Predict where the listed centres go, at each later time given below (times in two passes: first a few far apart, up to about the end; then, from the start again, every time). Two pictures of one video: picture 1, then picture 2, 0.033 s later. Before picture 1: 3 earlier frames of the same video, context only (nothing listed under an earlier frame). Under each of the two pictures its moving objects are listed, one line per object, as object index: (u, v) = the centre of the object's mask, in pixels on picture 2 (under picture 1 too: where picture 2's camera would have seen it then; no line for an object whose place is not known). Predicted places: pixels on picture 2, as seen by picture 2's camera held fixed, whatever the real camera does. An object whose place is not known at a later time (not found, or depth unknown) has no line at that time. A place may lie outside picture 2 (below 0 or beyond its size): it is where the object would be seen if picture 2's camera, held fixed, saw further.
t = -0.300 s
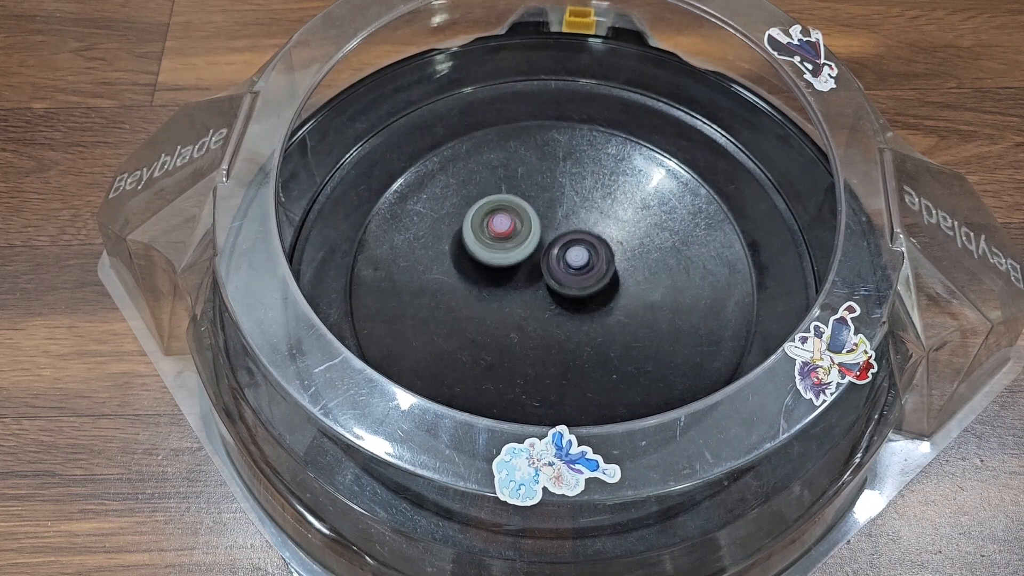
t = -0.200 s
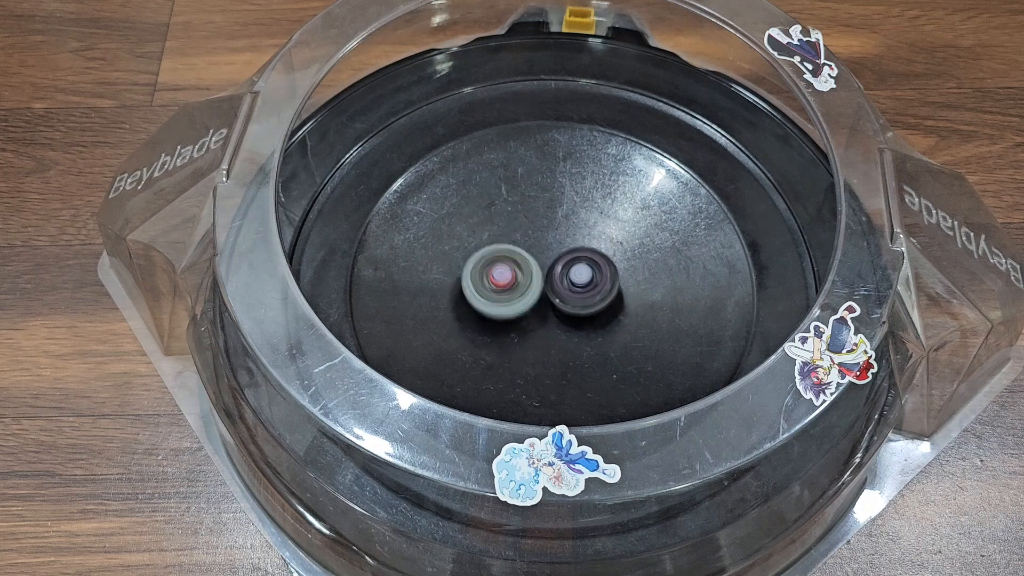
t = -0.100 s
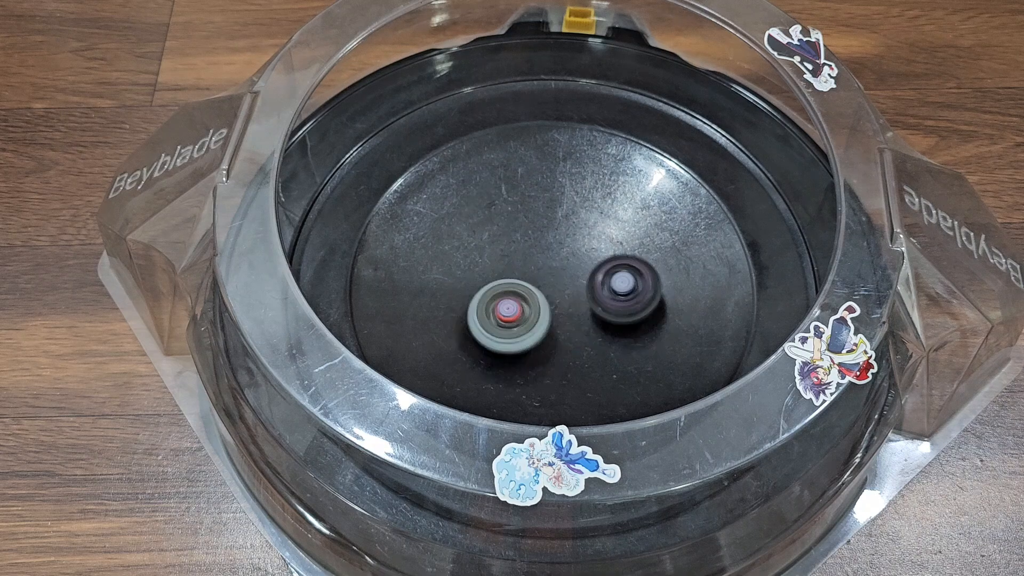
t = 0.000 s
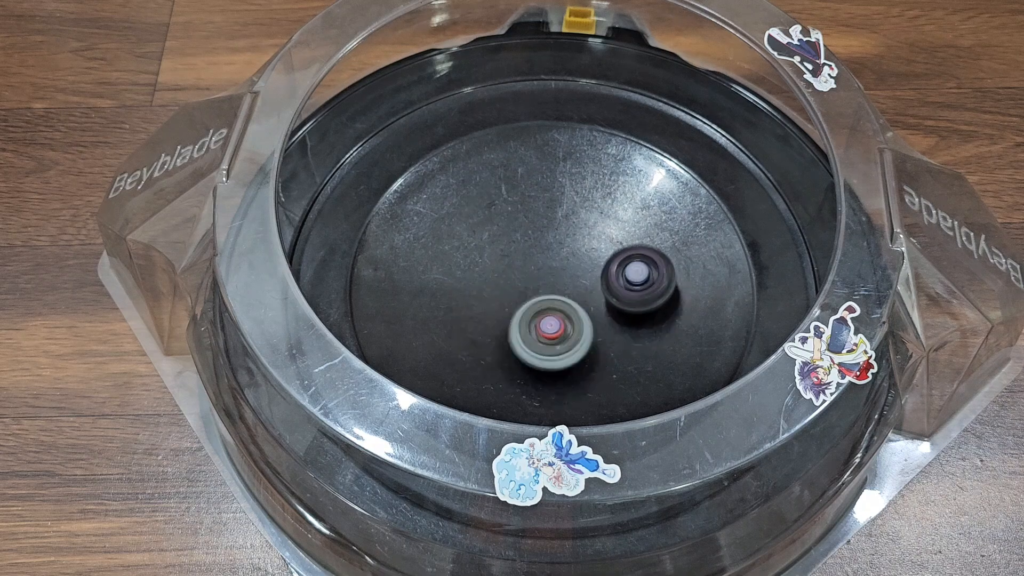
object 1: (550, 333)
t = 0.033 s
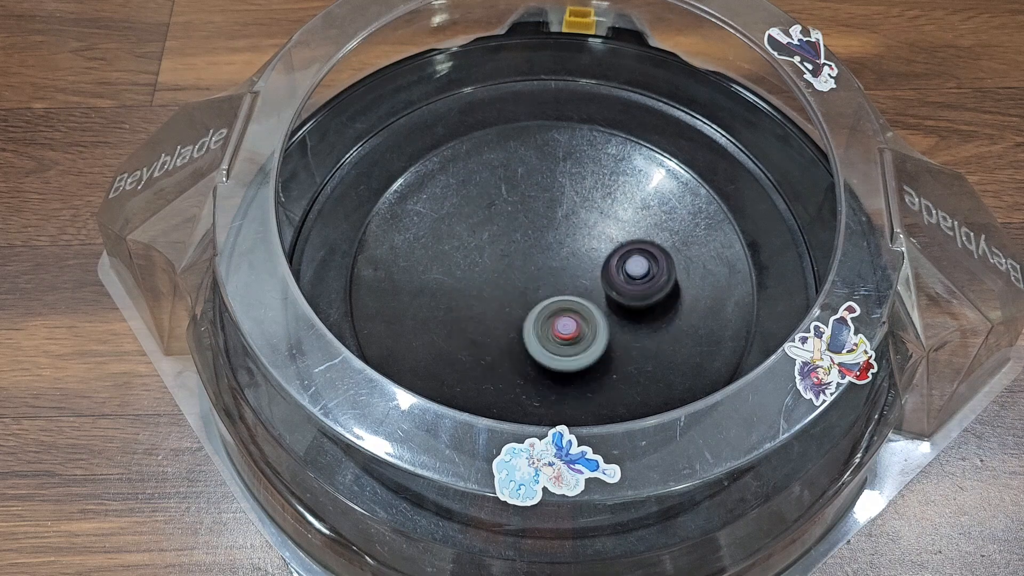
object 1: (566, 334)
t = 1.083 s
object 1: (543, 352)
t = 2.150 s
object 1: (513, 287)
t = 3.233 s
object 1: (578, 229)
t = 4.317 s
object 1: (577, 279)
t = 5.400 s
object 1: (467, 237)
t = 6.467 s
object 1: (554, 284)
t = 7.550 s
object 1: (708, 337)
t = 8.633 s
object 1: (448, 256)
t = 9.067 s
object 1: (430, 291)
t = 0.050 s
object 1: (573, 333)
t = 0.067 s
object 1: (580, 332)
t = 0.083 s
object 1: (588, 330)
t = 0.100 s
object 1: (594, 327)
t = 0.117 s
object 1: (599, 325)
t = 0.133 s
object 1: (596, 337)
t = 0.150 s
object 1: (592, 347)
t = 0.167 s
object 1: (589, 355)
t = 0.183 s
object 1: (587, 362)
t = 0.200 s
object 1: (584, 367)
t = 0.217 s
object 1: (584, 371)
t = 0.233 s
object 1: (584, 373)
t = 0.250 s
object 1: (585, 374)
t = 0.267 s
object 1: (587, 374)
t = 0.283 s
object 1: (590, 373)
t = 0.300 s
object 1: (593, 371)
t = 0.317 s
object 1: (597, 369)
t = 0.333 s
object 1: (602, 366)
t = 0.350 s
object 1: (607, 363)
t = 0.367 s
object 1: (611, 359)
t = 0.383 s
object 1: (616, 355)
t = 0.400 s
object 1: (621, 351)
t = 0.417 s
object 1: (626, 346)
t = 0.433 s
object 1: (630, 341)
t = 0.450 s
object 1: (634, 334)
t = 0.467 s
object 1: (637, 328)
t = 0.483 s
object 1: (638, 322)
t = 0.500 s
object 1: (639, 316)
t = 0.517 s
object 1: (638, 309)
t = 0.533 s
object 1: (637, 302)
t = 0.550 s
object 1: (634, 296)
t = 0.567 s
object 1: (630, 290)
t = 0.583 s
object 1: (625, 284)
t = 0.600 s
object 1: (618, 280)
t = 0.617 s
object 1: (612, 275)
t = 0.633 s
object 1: (604, 272)
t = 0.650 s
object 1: (595, 268)
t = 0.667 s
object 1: (586, 266)
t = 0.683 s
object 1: (577, 265)
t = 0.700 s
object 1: (568, 264)
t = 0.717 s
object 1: (559, 264)
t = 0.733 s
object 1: (550, 265)
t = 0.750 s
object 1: (542, 267)
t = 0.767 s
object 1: (535, 269)
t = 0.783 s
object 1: (528, 272)
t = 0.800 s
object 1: (521, 277)
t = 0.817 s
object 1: (515, 281)
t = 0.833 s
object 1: (511, 286)
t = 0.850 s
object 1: (506, 292)
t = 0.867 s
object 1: (503, 298)
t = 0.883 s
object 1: (501, 304)
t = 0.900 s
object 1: (500, 309)
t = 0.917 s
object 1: (500, 315)
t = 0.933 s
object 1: (500, 321)
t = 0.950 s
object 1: (502, 326)
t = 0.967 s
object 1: (506, 331)
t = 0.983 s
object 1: (509, 336)
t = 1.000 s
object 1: (513, 340)
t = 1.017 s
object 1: (518, 344)
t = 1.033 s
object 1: (524, 347)
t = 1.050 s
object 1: (530, 350)
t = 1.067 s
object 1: (536, 351)
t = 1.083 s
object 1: (543, 352)
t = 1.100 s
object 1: (549, 353)
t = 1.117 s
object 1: (555, 352)
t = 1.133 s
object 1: (562, 351)
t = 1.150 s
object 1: (568, 348)
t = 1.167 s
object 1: (573, 345)
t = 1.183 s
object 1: (578, 341)
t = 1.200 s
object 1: (583, 336)
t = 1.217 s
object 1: (587, 331)
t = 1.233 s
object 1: (589, 325)
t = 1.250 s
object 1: (590, 319)
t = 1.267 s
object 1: (590, 312)
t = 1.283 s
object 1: (589, 305)
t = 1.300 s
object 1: (586, 299)
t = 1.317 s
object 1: (582, 292)
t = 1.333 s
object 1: (577, 285)
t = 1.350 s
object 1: (572, 280)
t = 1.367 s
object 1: (566, 275)
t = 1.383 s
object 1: (559, 271)
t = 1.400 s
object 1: (551, 267)
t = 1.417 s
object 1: (544, 264)
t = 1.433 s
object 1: (537, 262)
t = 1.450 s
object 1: (529, 261)
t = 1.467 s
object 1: (521, 260)
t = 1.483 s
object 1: (513, 261)
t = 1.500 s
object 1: (506, 262)
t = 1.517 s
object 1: (499, 265)
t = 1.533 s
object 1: (493, 267)
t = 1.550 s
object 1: (488, 271)
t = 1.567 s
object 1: (483, 276)
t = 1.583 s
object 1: (479, 281)
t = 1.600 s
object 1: (477, 286)
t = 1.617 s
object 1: (476, 293)
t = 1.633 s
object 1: (476, 299)
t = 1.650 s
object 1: (478, 305)
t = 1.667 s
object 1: (480, 311)
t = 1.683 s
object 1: (485, 317)
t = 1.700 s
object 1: (490, 322)
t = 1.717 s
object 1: (496, 325)
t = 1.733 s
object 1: (502, 328)
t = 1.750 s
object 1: (510, 331)
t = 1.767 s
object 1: (517, 331)
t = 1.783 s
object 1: (525, 331)
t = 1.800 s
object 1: (521, 328)
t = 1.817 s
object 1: (515, 323)
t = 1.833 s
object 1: (511, 318)
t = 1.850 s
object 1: (509, 314)
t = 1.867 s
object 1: (508, 311)
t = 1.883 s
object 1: (508, 309)
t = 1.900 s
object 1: (509, 307)
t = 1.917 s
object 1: (510, 306)
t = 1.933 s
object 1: (511, 305)
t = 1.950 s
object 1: (512, 304)
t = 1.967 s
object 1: (513, 303)
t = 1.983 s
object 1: (514, 302)
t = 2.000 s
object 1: (514, 301)
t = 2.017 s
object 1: (515, 299)
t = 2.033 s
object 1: (515, 298)
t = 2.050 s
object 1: (515, 296)
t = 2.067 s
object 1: (515, 295)
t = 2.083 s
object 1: (515, 293)
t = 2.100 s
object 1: (514, 292)
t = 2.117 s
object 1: (514, 290)
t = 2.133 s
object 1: (514, 289)
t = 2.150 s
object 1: (513, 287)
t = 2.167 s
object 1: (513, 286)
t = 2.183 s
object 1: (513, 284)
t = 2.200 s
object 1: (512, 283)
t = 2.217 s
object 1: (511, 281)
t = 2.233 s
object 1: (511, 280)
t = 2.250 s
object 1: (510, 278)
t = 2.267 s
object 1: (510, 277)
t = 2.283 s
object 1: (509, 276)
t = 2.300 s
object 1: (509, 275)
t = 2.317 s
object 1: (508, 274)
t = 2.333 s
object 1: (508, 273)
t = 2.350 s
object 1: (507, 272)
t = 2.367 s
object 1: (507, 272)
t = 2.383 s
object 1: (507, 271)
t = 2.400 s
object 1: (507, 270)
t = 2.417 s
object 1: (506, 270)
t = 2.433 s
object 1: (506, 269)
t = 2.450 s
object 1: (506, 269)
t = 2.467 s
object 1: (506, 268)
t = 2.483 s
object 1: (506, 268)
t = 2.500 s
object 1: (506, 267)
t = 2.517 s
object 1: (507, 267)
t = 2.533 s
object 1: (507, 266)
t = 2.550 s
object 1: (507, 266)
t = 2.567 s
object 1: (508, 265)
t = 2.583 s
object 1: (509, 264)
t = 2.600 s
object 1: (509, 264)
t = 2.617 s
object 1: (510, 263)
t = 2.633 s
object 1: (511, 262)
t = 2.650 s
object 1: (512, 262)
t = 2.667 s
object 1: (509, 268)
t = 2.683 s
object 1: (500, 282)
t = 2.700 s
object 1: (495, 294)
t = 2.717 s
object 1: (491, 304)
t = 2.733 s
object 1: (489, 313)
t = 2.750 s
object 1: (489, 322)
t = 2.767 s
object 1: (491, 329)
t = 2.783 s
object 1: (495, 334)
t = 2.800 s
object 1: (500, 338)
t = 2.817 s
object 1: (507, 341)
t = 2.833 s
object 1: (516, 343)
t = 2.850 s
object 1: (525, 344)
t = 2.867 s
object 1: (535, 343)
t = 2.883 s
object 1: (545, 342)
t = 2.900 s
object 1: (553, 340)
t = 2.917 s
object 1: (561, 337)
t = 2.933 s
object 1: (569, 333)
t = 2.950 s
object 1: (577, 328)
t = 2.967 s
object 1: (584, 323)
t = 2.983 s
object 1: (591, 317)
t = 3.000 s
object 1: (596, 311)
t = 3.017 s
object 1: (601, 305)
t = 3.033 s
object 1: (604, 298)
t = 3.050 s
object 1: (607, 291)
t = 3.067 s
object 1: (609, 283)
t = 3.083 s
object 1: (610, 276)
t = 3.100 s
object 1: (609, 269)
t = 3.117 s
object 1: (608, 263)
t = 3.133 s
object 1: (606, 256)
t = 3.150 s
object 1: (602, 250)
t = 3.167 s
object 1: (599, 245)
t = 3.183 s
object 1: (595, 240)
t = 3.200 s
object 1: (590, 237)
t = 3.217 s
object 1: (585, 233)
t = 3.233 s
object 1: (578, 229)
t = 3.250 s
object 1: (572, 226)
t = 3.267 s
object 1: (566, 223)
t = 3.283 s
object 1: (559, 222)
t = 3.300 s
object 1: (552, 220)
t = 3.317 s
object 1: (545, 219)
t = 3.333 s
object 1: (538, 219)
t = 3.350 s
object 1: (531, 221)
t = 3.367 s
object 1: (524, 223)
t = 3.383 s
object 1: (518, 227)
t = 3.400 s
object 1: (513, 231)
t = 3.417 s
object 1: (509, 236)
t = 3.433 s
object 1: (507, 242)
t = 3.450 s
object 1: (505, 250)
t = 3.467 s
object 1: (504, 256)
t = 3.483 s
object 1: (505, 263)
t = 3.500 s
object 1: (507, 269)
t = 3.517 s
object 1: (511, 275)
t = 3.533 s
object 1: (516, 281)
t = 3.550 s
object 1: (521, 287)
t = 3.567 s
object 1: (527, 291)
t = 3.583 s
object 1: (534, 295)
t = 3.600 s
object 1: (541, 297)
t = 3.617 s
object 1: (549, 298)
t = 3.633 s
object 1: (556, 299)
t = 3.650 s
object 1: (564, 298)
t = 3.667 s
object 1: (571, 296)
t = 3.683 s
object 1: (577, 294)
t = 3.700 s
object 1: (583, 291)
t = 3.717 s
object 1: (589, 287)
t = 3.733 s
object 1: (593, 283)
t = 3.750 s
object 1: (596, 278)
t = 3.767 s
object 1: (598, 272)
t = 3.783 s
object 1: (599, 266)
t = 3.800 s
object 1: (599, 262)
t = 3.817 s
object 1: (598, 257)
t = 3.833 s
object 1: (596, 253)
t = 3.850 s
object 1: (593, 249)
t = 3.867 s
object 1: (591, 246)
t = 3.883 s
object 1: (587, 243)
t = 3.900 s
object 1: (584, 240)
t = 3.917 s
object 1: (580, 238)
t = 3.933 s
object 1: (576, 237)
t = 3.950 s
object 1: (572, 235)
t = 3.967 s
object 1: (567, 235)
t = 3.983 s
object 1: (562, 235)
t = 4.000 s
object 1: (558, 236)
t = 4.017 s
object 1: (559, 239)
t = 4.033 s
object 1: (560, 242)
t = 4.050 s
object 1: (560, 245)
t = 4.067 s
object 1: (559, 249)
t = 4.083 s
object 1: (559, 252)
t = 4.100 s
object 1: (558, 255)
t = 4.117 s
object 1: (558, 257)
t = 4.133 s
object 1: (558, 260)
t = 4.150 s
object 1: (559, 262)
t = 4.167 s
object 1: (560, 265)
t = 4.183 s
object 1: (562, 267)
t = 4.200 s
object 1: (563, 270)
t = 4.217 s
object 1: (565, 272)
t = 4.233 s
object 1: (567, 274)
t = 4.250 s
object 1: (569, 275)
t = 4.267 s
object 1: (571, 276)
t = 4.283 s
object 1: (573, 277)
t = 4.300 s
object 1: (575, 278)
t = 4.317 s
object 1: (577, 279)
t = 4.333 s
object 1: (579, 279)
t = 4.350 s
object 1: (581, 279)
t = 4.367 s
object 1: (582, 280)
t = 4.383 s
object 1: (584, 280)
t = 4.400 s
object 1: (586, 279)
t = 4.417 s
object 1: (588, 279)
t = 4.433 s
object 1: (589, 278)
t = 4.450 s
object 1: (590, 278)
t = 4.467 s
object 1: (590, 277)
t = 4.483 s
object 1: (591, 277)
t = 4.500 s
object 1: (592, 276)
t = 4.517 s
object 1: (592, 276)
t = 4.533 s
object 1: (593, 275)
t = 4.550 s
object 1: (593, 274)
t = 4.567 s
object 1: (593, 274)
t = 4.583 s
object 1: (593, 273)
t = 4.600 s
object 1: (592, 273)
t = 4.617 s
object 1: (592, 272)
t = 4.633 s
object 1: (591, 272)
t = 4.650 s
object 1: (590, 271)
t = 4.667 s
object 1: (589, 271)
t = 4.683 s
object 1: (588, 271)
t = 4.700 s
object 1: (586, 271)
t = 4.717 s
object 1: (585, 272)
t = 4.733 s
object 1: (584, 272)
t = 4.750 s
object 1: (582, 273)
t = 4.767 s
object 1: (580, 274)
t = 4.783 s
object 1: (578, 276)
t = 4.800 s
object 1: (577, 277)
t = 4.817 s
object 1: (576, 279)
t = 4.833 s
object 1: (575, 280)
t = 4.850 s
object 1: (574, 282)
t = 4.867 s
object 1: (574, 283)
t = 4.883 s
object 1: (574, 285)
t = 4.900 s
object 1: (574, 286)
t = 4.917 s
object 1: (574, 286)
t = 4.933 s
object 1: (573, 269)
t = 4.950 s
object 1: (573, 251)
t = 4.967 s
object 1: (573, 233)
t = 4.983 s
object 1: (571, 219)
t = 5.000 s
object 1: (570, 206)
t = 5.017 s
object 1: (567, 196)
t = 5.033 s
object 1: (564, 187)
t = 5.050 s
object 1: (560, 180)
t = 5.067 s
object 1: (556, 176)
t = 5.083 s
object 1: (552, 172)
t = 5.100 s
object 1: (546, 170)
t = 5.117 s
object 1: (541, 170)
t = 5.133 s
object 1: (536, 172)
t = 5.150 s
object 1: (531, 173)
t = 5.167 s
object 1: (525, 176)
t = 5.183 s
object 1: (519, 178)
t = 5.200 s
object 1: (514, 180)
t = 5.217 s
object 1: (508, 183)
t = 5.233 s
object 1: (502, 187)
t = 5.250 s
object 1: (497, 191)
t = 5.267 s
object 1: (492, 195)
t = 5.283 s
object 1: (487, 200)
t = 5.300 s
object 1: (483, 204)
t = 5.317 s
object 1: (479, 209)
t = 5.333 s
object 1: (476, 214)
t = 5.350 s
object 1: (473, 219)
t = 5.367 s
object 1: (471, 225)
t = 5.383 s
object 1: (469, 231)
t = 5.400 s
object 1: (467, 237)
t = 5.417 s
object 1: (466, 243)
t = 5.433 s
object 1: (465, 249)
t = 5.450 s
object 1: (465, 256)
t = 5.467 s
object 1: (465, 262)
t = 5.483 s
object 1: (466, 268)
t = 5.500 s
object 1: (469, 274)
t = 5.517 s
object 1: (471, 279)
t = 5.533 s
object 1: (475, 285)
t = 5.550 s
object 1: (479, 291)
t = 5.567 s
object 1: (485, 296)
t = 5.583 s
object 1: (490, 301)
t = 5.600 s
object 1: (497, 306)
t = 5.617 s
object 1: (504, 309)
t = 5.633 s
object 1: (511, 312)
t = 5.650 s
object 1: (520, 315)
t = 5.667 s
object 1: (527, 317)
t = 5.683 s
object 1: (535, 317)
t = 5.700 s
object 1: (544, 317)
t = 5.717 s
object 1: (551, 316)
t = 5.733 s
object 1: (559, 314)
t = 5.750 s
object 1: (565, 312)
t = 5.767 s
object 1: (572, 308)
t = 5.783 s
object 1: (577, 305)
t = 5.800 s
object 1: (582, 300)
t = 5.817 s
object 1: (585, 296)
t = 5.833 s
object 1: (588, 291)
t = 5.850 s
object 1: (590, 285)
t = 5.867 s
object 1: (590, 280)
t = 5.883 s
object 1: (589, 275)
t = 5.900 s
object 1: (589, 271)
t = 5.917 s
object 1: (587, 267)
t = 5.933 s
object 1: (586, 263)
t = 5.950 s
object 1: (584, 259)
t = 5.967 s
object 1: (581, 256)
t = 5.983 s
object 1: (578, 252)
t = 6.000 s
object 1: (575, 249)
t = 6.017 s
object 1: (571, 247)
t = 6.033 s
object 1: (567, 244)
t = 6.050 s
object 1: (563, 243)
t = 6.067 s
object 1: (559, 241)
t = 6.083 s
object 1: (555, 241)
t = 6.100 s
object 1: (550, 241)
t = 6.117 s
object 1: (547, 242)
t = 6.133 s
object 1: (543, 244)
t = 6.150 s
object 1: (540, 246)
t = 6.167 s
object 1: (536, 248)
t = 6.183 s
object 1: (534, 251)
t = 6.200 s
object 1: (532, 254)
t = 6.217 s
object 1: (531, 257)
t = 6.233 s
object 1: (530, 261)
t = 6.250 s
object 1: (530, 264)
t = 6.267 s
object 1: (530, 267)
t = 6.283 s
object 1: (531, 270)
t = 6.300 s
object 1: (532, 272)
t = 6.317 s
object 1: (534, 275)
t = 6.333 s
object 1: (536, 277)
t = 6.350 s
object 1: (538, 279)
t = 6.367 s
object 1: (540, 281)
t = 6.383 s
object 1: (543, 283)
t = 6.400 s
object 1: (545, 284)
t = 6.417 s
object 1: (547, 285)
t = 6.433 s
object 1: (549, 285)
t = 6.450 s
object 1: (552, 284)
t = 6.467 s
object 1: (554, 284)
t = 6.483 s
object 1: (557, 283)
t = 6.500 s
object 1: (559, 282)
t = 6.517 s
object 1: (560, 281)
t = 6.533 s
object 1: (562, 281)
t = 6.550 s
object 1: (562, 280)
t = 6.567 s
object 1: (562, 279)
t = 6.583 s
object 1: (562, 279)
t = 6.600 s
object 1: (562, 278)
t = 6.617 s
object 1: (562, 277)
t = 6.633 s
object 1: (562, 277)
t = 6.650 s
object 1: (561, 276)
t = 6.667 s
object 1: (561, 276)
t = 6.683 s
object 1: (560, 276)
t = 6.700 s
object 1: (560, 275)
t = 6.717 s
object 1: (559, 275)
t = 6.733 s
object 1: (559, 275)
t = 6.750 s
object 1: (559, 275)
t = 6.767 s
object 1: (559, 274)
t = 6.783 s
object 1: (559, 274)
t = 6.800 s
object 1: (559, 274)
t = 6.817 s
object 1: (559, 275)
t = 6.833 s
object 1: (559, 275)
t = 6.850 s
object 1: (559, 275)
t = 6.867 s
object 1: (559, 276)
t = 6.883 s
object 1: (560, 277)
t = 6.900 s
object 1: (560, 277)
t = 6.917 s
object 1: (561, 278)
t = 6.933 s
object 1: (561, 279)
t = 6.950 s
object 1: (562, 279)
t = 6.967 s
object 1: (562, 280)
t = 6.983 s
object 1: (563, 280)
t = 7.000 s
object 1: (563, 280)
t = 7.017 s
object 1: (564, 280)
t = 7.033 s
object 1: (564, 280)
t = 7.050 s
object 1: (565, 280)
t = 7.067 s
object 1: (565, 280)
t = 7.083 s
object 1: (565, 280)
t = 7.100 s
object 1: (566, 280)
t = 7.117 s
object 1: (566, 280)
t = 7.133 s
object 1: (566, 280)
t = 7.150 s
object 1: (566, 279)
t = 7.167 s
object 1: (565, 279)
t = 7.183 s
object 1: (565, 279)
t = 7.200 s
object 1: (565, 279)
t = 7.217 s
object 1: (564, 279)
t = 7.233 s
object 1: (564, 279)
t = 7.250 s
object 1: (564, 279)
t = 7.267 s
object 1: (564, 279)
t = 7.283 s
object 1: (563, 279)
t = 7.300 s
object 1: (570, 286)
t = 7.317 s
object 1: (589, 301)
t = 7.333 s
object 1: (606, 313)
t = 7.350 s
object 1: (622, 324)
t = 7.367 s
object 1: (636, 333)
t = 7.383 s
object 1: (649, 340)
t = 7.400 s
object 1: (660, 345)
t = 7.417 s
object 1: (670, 349)
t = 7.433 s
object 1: (678, 352)
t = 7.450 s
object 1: (686, 354)
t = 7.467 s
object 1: (692, 354)
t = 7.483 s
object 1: (697, 351)
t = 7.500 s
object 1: (700, 349)
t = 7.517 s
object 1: (703, 346)
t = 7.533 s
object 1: (706, 341)
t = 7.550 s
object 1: (708, 337)
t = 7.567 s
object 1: (710, 332)
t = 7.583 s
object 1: (712, 327)
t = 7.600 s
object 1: (713, 322)
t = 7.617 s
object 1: (714, 317)
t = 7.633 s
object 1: (714, 312)
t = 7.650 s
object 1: (714, 307)
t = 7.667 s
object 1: (713, 303)
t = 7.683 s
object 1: (712, 298)
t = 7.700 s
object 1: (710, 293)
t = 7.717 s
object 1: (708, 288)
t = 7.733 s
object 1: (705, 284)
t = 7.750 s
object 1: (702, 280)
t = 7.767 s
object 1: (698, 276)
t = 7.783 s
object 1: (694, 272)
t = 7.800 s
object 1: (689, 268)
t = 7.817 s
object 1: (684, 265)
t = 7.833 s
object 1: (678, 261)
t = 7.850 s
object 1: (672, 258)
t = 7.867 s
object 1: (666, 256)
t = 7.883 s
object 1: (659, 253)
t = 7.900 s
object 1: (653, 250)
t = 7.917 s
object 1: (646, 249)
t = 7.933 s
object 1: (638, 247)
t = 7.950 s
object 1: (631, 246)
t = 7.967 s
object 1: (624, 245)
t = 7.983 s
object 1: (615, 246)
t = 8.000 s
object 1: (608, 246)
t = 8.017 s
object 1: (599, 246)
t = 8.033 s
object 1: (592, 246)
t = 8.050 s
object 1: (584, 248)
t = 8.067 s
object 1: (577, 249)
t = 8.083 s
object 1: (570, 252)
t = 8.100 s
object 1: (563, 255)
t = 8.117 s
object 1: (557, 258)
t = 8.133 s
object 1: (550, 262)
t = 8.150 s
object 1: (544, 265)
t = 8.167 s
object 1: (539, 269)
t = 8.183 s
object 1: (535, 273)
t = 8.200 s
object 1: (532, 278)
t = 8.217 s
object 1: (528, 283)
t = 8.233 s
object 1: (525, 288)
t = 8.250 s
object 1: (522, 294)
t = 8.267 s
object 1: (520, 299)
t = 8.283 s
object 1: (520, 304)
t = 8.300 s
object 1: (520, 309)
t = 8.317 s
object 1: (520, 314)
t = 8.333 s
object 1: (521, 319)
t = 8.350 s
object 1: (523, 322)
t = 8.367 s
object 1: (525, 325)
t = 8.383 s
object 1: (528, 328)
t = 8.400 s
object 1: (531, 331)
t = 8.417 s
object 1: (534, 333)
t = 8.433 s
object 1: (521, 324)
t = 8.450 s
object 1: (507, 317)
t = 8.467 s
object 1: (495, 307)
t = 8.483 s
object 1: (485, 299)
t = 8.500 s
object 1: (477, 290)
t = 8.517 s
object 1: (470, 282)
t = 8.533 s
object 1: (465, 275)
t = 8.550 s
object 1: (460, 269)
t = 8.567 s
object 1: (457, 264)
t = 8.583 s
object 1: (454, 260)
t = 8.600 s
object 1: (451, 257)
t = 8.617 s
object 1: (450, 256)
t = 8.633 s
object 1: (448, 256)
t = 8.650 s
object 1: (446, 256)
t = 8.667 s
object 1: (444, 257)
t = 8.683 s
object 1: (443, 259)
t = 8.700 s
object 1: (441, 260)
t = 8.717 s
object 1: (439, 262)
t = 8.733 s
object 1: (437, 264)
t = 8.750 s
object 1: (435, 266)
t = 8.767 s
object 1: (433, 268)
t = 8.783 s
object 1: (431, 270)
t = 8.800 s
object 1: (429, 272)
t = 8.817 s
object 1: (428, 274)
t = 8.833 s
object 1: (426, 275)
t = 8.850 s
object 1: (425, 277)
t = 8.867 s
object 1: (425, 278)
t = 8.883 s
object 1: (424, 280)
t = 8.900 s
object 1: (423, 281)
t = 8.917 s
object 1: (423, 283)
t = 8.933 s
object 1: (423, 284)
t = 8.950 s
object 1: (423, 285)
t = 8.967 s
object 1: (423, 286)
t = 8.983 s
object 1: (424, 287)
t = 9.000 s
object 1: (425, 288)
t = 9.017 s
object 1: (426, 289)
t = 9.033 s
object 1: (427, 289)
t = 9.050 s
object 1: (428, 290)
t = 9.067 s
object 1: (430, 291)
